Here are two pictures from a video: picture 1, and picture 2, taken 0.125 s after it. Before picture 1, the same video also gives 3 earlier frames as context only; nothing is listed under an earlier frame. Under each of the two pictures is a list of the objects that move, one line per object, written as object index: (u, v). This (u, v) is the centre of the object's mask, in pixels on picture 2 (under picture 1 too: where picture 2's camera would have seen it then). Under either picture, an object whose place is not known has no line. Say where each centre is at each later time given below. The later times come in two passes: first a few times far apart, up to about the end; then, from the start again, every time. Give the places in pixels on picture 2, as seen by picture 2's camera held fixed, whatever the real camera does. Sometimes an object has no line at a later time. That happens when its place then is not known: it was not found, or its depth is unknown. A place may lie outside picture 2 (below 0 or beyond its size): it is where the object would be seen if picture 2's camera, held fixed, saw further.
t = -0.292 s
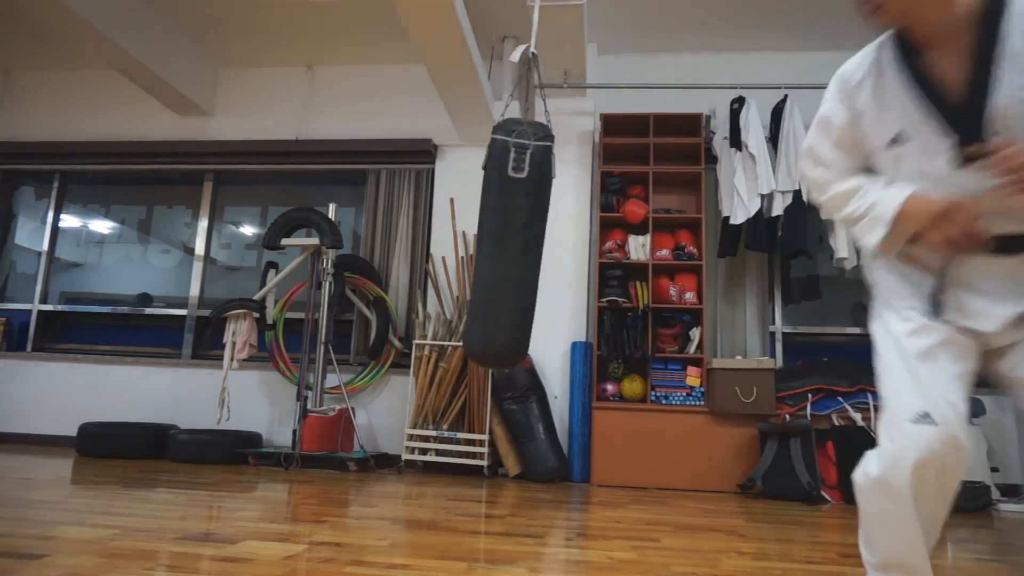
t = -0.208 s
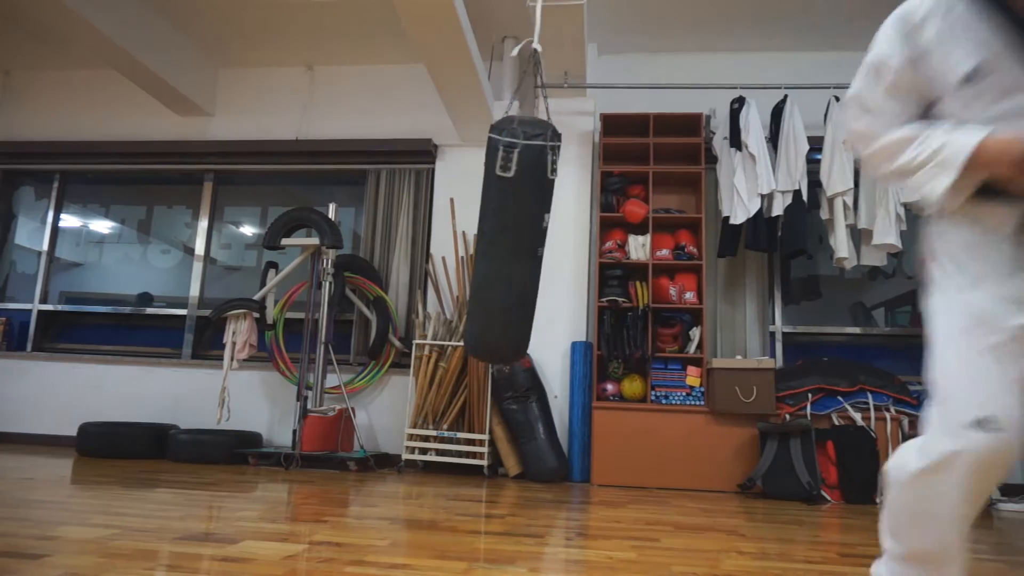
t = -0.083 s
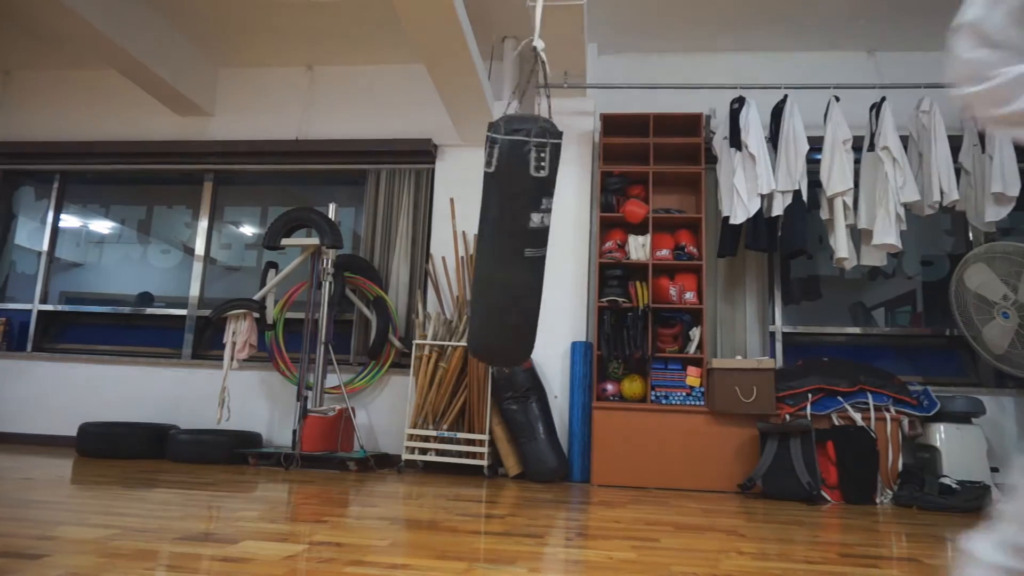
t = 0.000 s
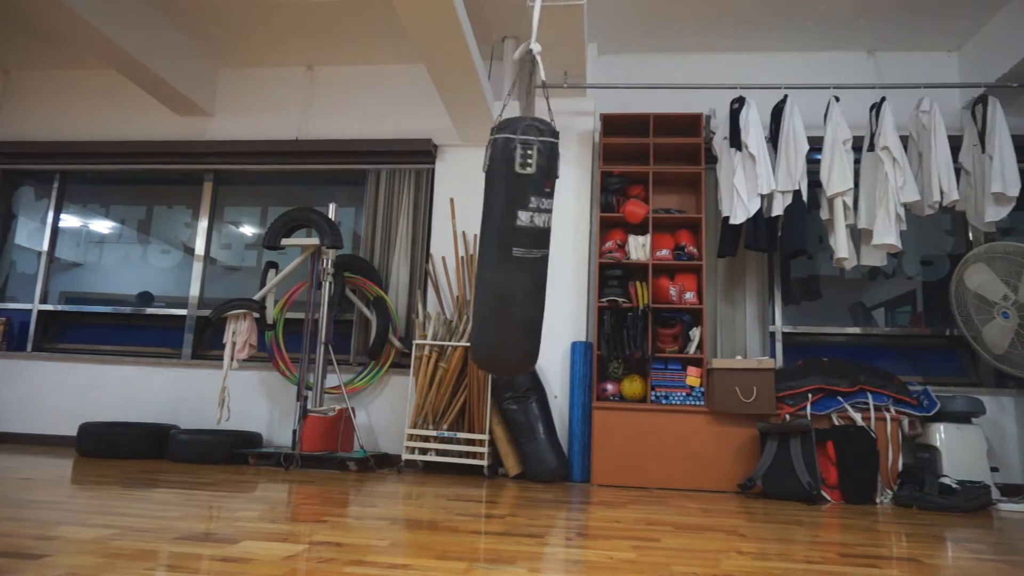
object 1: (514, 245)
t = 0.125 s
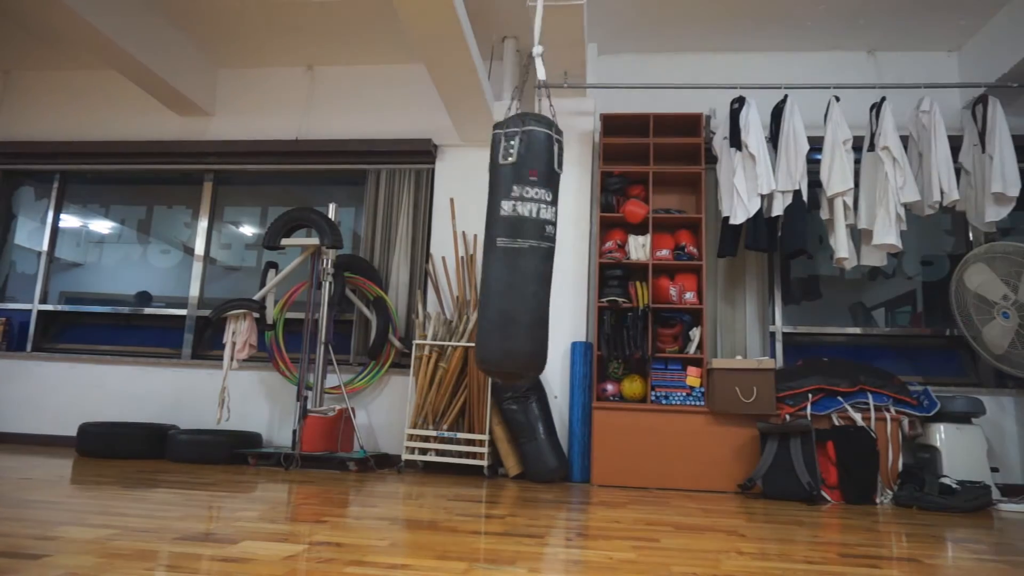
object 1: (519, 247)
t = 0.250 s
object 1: (526, 249)
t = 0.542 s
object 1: (547, 234)
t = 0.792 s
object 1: (564, 207)
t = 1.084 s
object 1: (569, 198)
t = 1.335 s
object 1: (558, 215)
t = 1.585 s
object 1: (540, 240)
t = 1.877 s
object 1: (523, 246)
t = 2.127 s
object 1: (518, 244)
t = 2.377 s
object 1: (518, 242)
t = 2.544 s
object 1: (521, 245)
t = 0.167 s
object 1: (521, 248)
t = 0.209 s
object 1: (523, 248)
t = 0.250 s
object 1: (526, 249)
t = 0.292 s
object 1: (528, 247)
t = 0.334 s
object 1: (531, 244)
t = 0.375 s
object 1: (534, 241)
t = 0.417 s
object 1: (536, 238)
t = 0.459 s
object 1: (540, 237)
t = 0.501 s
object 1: (543, 236)
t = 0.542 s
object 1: (547, 234)
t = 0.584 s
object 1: (551, 230)
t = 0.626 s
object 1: (554, 226)
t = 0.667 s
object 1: (557, 222)
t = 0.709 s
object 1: (559, 218)
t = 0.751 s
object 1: (562, 213)
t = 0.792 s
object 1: (564, 207)
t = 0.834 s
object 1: (566, 201)
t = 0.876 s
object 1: (567, 197)
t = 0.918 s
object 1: (569, 195)
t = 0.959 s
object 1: (569, 196)
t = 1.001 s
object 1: (570, 196)
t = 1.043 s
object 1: (569, 198)
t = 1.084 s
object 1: (569, 198)
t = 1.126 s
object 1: (568, 200)
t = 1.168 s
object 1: (567, 202)
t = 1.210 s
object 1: (565, 206)
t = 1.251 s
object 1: (564, 209)
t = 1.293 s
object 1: (561, 212)
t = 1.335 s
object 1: (558, 215)
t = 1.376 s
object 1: (555, 218)
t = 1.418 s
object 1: (552, 222)
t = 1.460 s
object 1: (548, 227)
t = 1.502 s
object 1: (545, 232)
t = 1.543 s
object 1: (542, 237)
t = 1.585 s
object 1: (540, 240)
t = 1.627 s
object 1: (537, 244)
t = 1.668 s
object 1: (534, 246)
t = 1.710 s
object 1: (531, 247)
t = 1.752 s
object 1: (529, 247)
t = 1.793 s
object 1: (527, 246)
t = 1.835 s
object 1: (525, 246)
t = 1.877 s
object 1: (523, 246)
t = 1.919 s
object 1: (522, 246)
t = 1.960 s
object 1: (521, 246)
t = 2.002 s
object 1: (520, 247)
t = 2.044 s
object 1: (519, 246)
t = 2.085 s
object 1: (519, 245)
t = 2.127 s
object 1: (518, 244)
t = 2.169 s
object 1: (518, 243)
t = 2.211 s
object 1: (518, 242)
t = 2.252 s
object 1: (518, 241)
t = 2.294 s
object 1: (517, 241)
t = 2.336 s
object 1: (518, 241)
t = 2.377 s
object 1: (518, 242)
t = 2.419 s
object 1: (519, 243)
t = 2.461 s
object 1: (519, 244)
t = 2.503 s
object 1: (520, 244)
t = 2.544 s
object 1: (521, 245)
